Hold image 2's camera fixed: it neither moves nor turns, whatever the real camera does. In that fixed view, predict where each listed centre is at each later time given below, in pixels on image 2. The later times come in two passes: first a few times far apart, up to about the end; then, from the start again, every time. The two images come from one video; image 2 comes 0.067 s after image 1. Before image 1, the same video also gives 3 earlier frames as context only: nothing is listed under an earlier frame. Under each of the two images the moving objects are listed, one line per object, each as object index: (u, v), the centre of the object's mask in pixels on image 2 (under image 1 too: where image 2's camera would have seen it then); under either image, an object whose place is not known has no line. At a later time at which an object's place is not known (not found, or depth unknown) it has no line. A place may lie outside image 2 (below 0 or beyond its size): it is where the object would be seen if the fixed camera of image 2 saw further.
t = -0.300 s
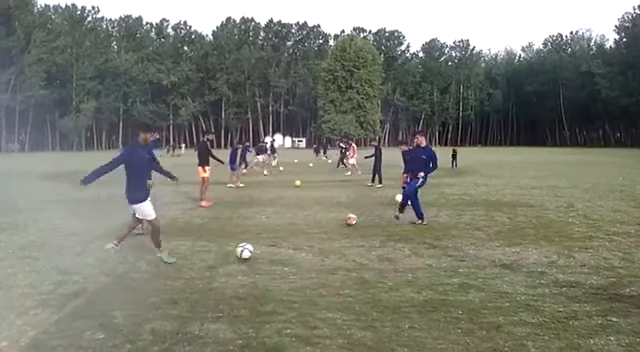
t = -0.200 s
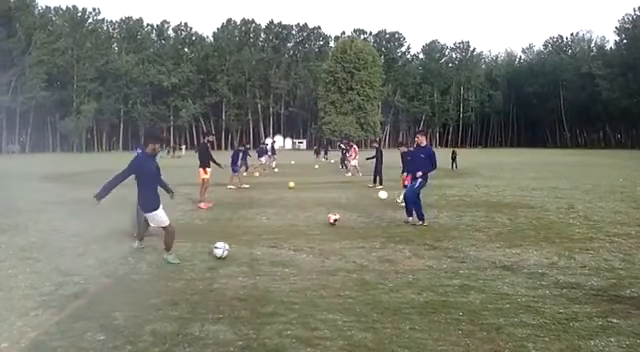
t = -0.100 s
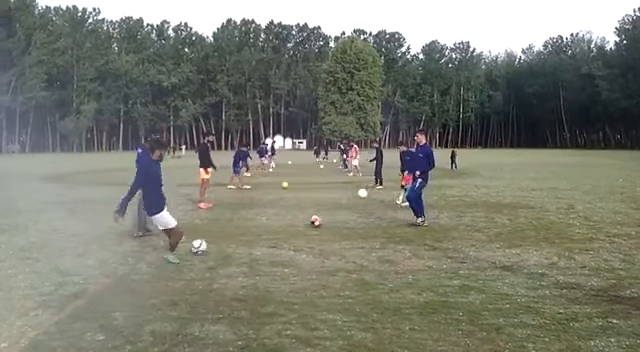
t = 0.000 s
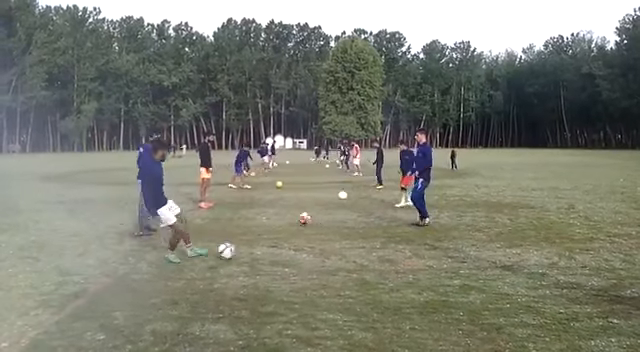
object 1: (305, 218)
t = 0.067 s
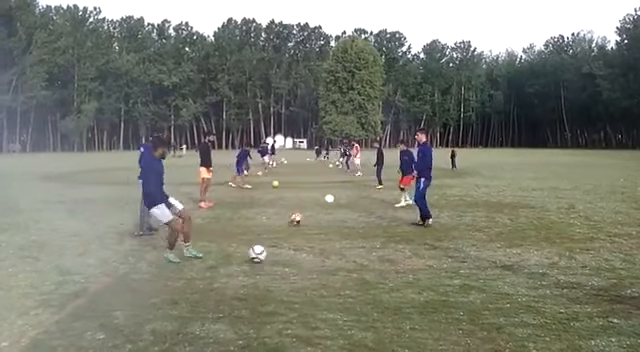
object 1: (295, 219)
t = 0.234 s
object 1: (277, 217)
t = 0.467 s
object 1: (252, 219)
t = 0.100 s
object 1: (291, 220)
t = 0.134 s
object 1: (288, 220)
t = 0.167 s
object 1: (285, 218)
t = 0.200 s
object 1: (281, 217)
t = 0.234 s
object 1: (277, 217)
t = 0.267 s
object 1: (274, 218)
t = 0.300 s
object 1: (270, 219)
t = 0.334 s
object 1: (266, 220)
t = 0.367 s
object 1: (262, 220)
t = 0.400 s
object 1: (260, 220)
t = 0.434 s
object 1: (257, 219)
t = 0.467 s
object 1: (252, 219)
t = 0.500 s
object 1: (248, 219)
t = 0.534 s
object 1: (246, 220)
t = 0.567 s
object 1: (242, 219)
